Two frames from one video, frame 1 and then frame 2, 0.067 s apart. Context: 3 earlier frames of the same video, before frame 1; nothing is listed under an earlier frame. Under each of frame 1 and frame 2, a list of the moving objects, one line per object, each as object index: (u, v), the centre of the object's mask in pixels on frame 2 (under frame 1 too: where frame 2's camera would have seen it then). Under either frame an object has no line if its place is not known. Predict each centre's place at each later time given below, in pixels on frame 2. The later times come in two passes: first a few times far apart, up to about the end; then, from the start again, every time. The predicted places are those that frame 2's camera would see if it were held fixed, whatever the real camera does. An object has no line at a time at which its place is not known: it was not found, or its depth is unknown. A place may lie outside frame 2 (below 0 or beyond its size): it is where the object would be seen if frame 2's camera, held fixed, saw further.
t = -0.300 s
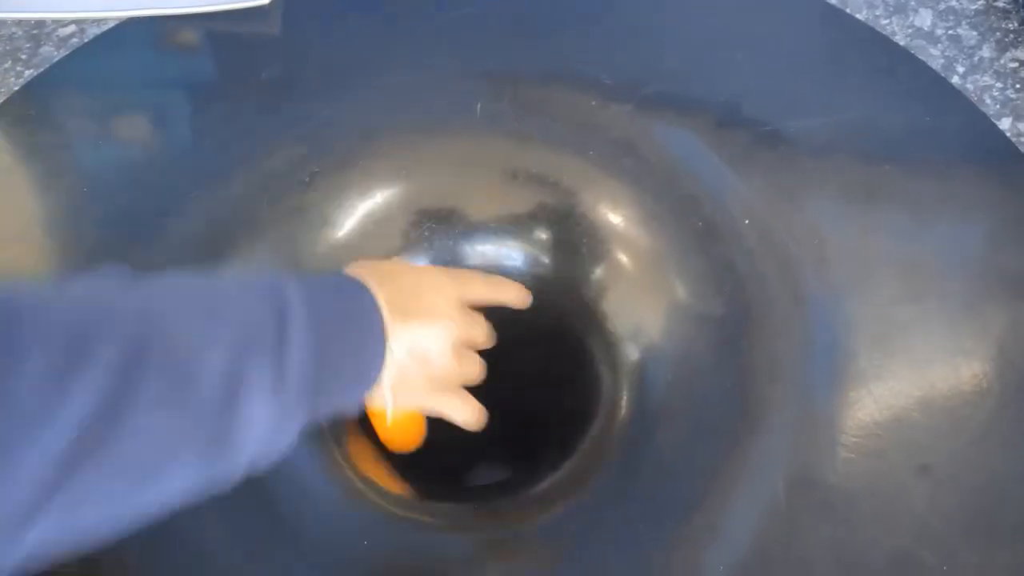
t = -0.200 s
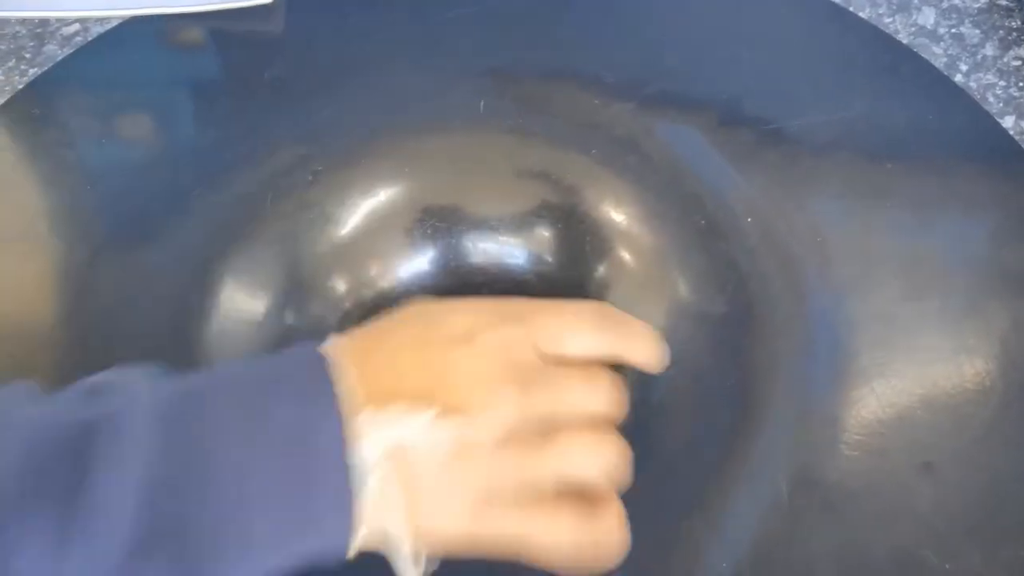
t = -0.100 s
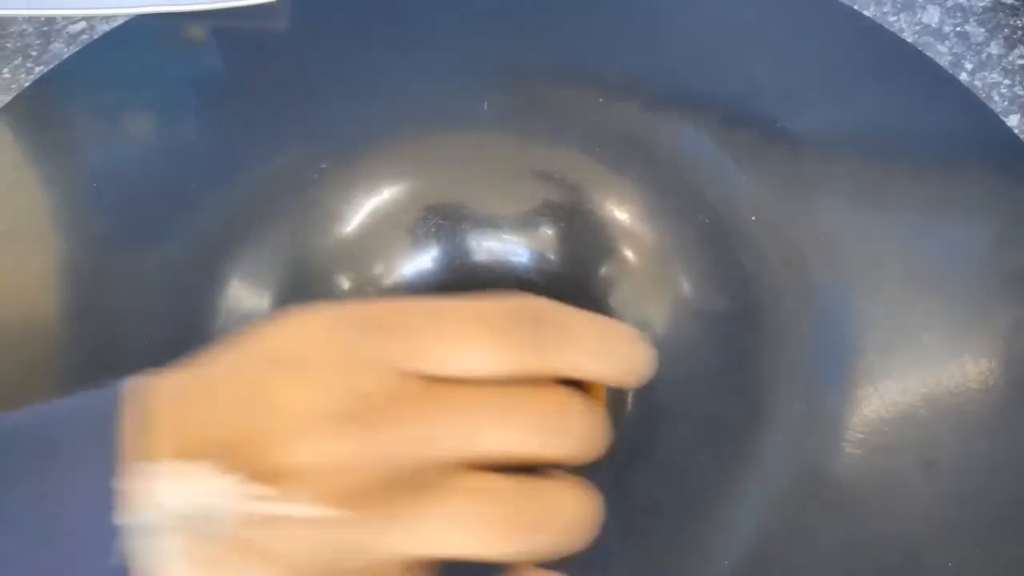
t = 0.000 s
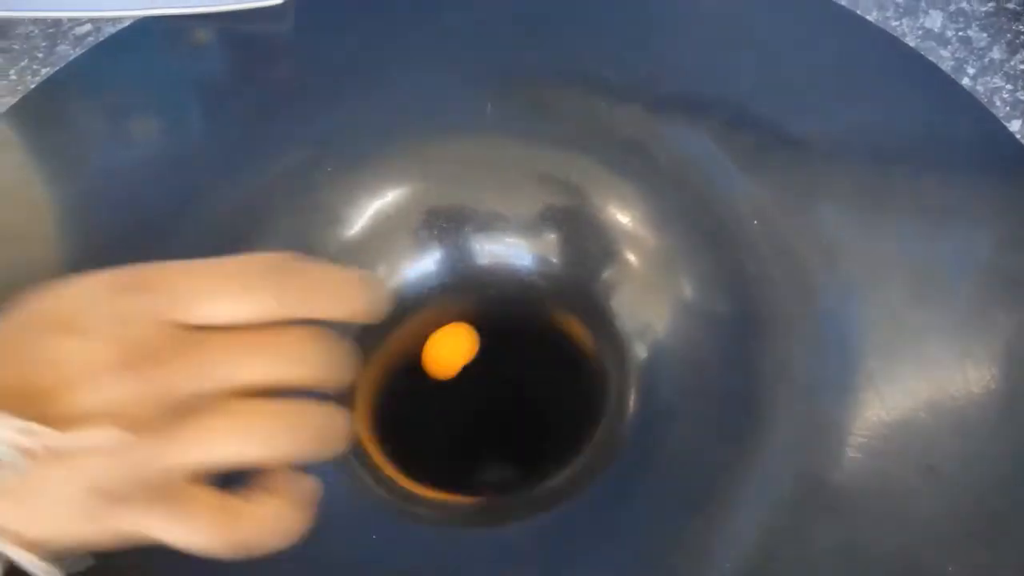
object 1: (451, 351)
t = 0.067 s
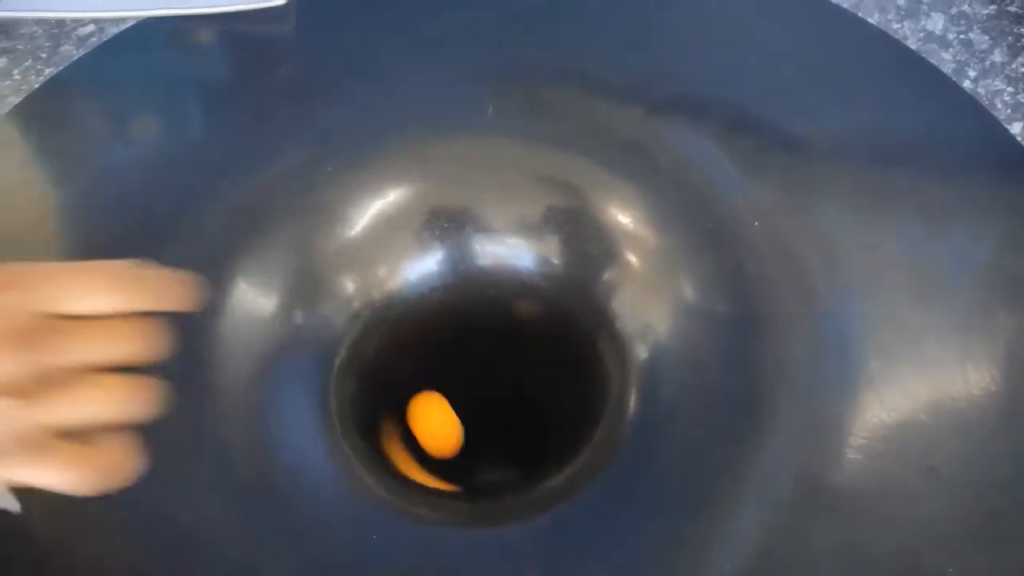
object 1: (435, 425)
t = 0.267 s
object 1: (467, 374)
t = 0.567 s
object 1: (458, 451)
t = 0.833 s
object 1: (517, 450)
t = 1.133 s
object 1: (465, 430)
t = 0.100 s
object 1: (464, 454)
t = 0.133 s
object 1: (505, 451)
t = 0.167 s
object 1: (530, 425)
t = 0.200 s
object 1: (529, 391)
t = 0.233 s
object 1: (503, 371)
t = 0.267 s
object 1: (467, 374)
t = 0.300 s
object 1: (441, 401)
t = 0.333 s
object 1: (446, 438)
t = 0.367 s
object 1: (476, 458)
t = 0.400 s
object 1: (512, 450)
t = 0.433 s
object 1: (528, 422)
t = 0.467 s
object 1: (513, 395)
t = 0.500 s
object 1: (477, 391)
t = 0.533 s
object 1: (451, 417)
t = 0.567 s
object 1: (458, 451)
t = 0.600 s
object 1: (490, 463)
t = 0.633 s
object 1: (519, 444)
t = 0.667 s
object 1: (520, 414)
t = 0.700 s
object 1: (491, 399)
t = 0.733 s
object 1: (459, 414)
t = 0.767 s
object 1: (456, 448)
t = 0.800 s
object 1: (485, 465)
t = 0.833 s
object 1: (517, 450)
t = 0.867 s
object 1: (519, 420)
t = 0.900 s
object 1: (493, 404)
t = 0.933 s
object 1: (463, 418)
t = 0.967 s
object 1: (460, 450)
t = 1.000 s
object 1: (487, 466)
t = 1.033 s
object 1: (517, 455)
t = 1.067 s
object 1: (519, 427)
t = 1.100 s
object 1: (493, 413)
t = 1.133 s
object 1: (465, 430)
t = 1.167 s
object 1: (467, 460)
